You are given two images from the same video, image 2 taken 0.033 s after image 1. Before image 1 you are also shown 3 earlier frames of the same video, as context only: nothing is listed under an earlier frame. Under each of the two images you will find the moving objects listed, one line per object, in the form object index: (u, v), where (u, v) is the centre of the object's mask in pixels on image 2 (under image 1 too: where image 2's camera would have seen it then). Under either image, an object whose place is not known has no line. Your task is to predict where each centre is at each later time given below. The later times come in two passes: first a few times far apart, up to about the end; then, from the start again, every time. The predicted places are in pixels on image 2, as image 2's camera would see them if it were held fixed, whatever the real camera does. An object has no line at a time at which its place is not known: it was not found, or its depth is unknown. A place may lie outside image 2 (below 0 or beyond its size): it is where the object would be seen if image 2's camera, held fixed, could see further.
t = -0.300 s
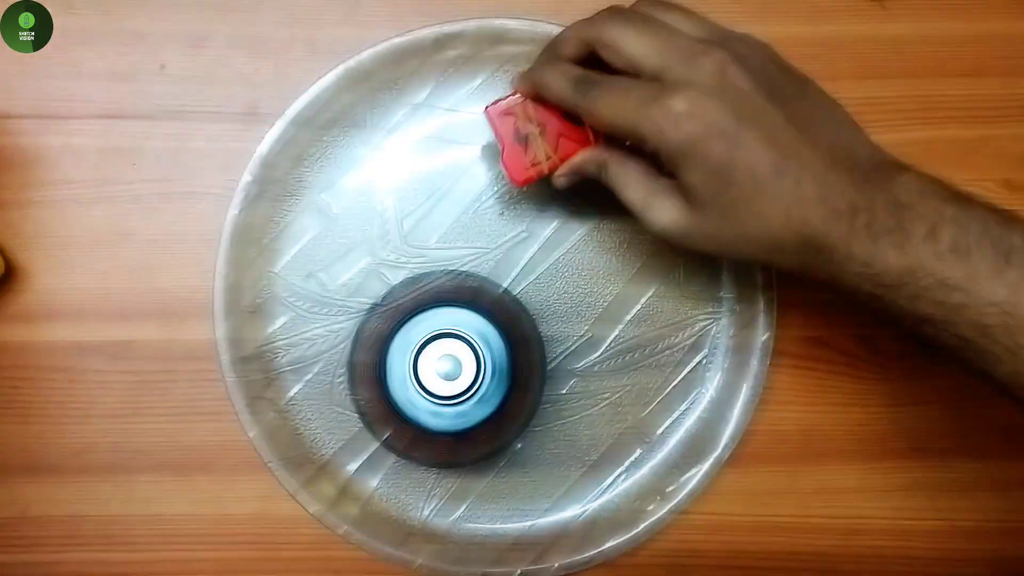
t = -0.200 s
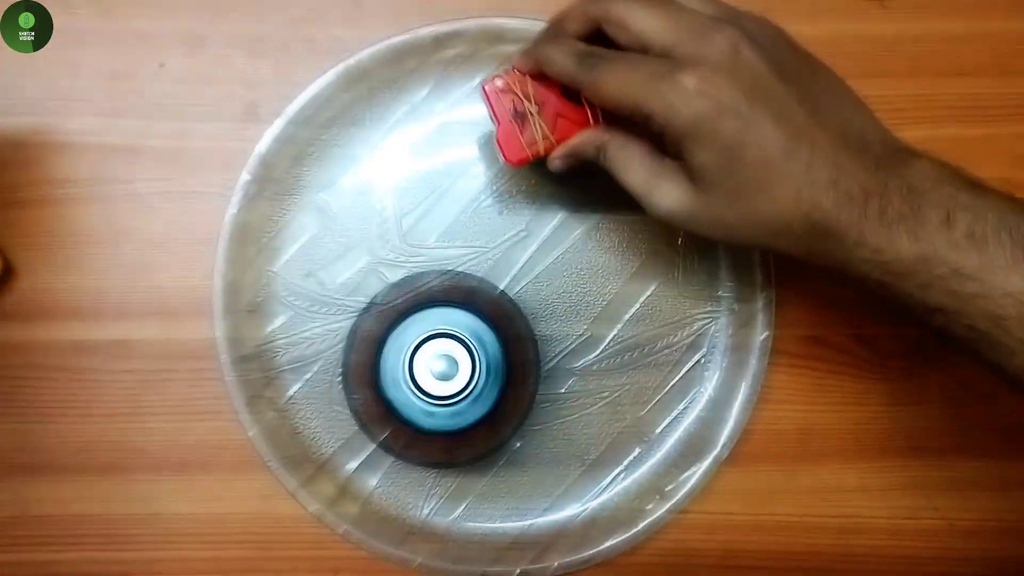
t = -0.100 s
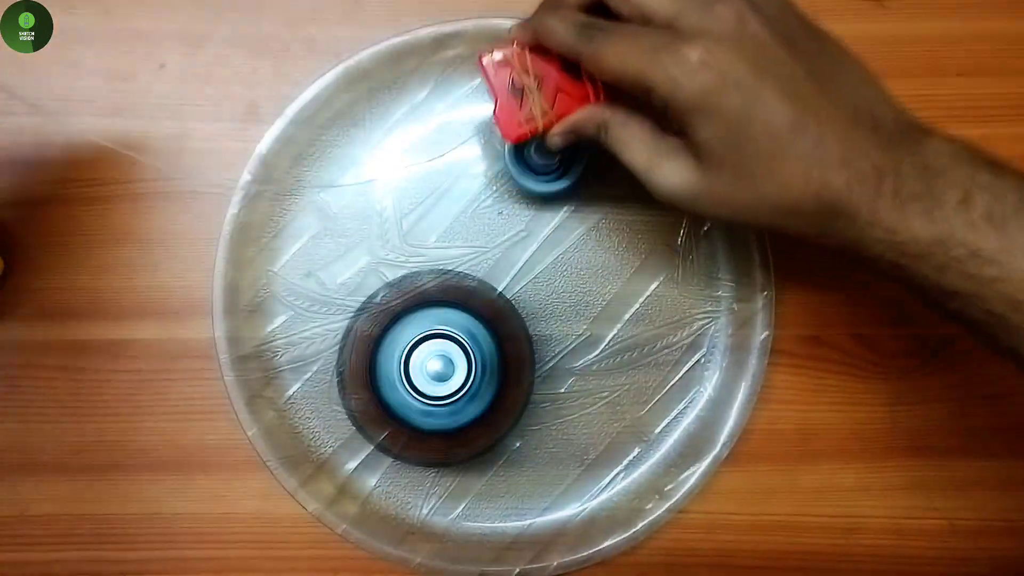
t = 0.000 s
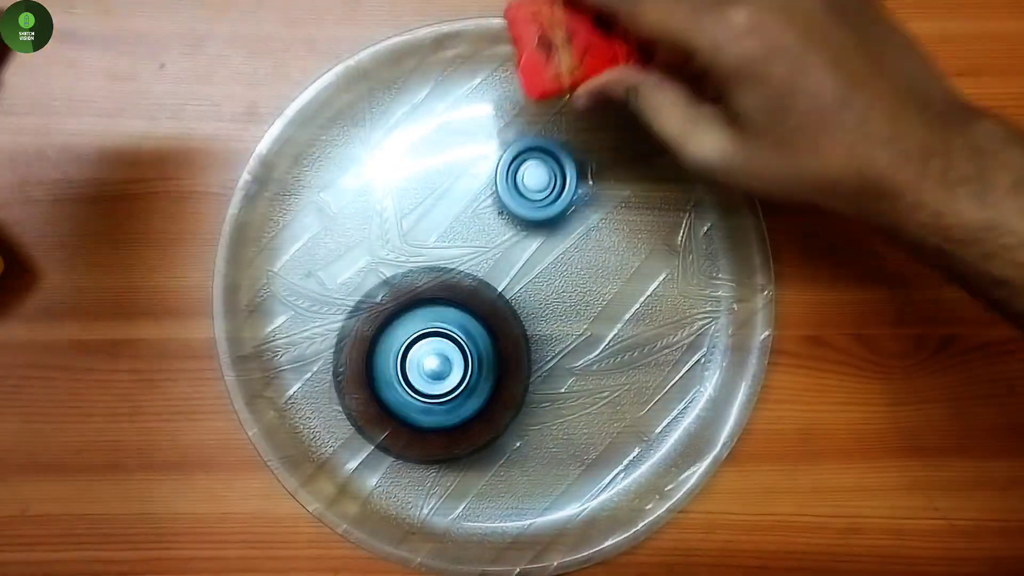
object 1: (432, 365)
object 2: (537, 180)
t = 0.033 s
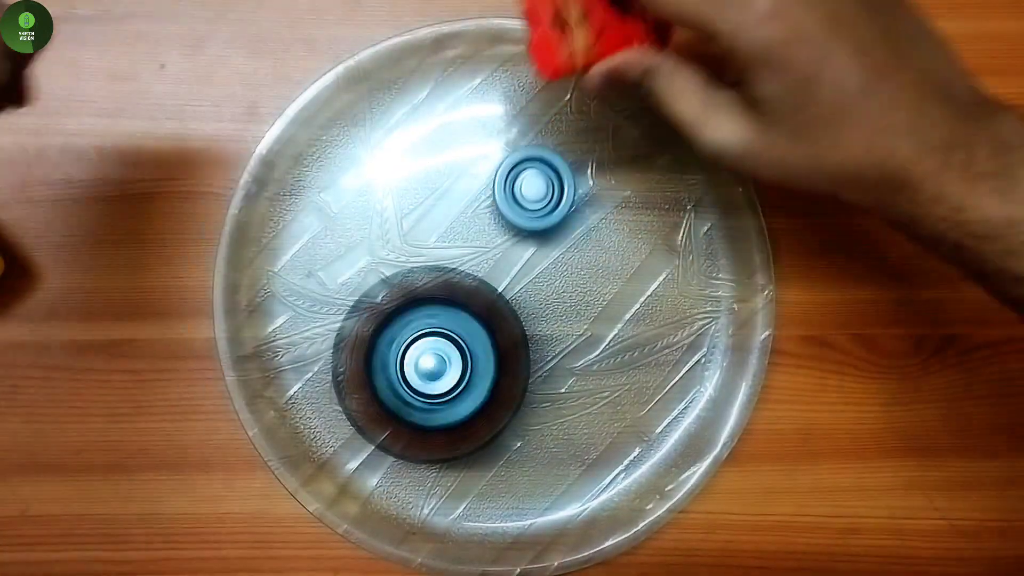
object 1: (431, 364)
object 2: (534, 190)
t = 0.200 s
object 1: (430, 359)
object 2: (530, 241)
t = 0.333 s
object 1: (401, 393)
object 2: (673, 72)
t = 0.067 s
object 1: (430, 363)
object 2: (532, 199)
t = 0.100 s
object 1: (430, 362)
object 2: (531, 210)
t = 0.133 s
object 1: (429, 361)
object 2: (530, 220)
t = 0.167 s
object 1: (430, 359)
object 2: (529, 230)
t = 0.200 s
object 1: (430, 359)
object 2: (530, 241)
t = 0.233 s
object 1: (430, 358)
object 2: (530, 254)
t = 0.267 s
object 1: (421, 371)
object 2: (567, 208)
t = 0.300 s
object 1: (411, 382)
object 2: (628, 132)
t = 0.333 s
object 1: (401, 393)
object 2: (673, 72)
